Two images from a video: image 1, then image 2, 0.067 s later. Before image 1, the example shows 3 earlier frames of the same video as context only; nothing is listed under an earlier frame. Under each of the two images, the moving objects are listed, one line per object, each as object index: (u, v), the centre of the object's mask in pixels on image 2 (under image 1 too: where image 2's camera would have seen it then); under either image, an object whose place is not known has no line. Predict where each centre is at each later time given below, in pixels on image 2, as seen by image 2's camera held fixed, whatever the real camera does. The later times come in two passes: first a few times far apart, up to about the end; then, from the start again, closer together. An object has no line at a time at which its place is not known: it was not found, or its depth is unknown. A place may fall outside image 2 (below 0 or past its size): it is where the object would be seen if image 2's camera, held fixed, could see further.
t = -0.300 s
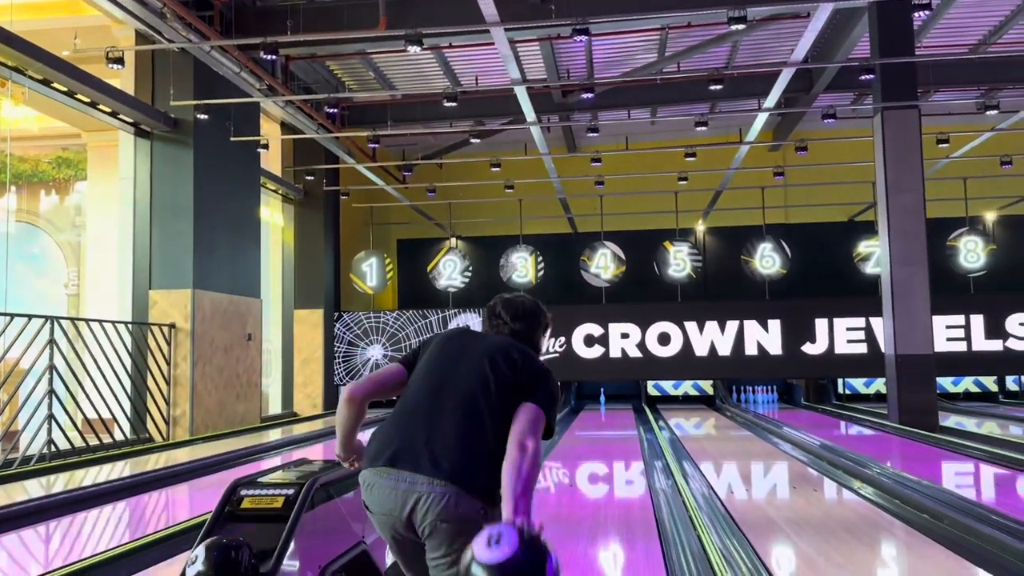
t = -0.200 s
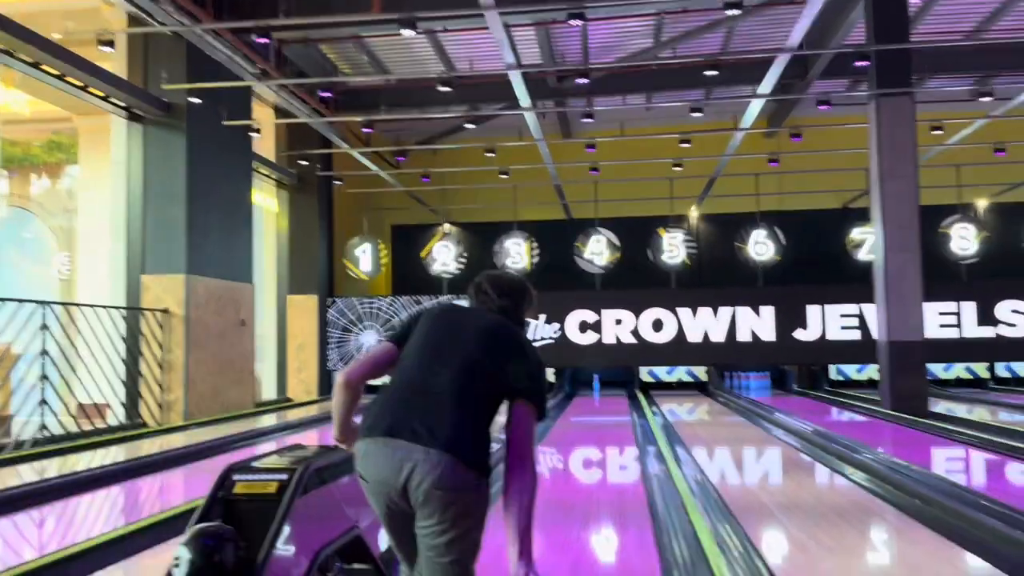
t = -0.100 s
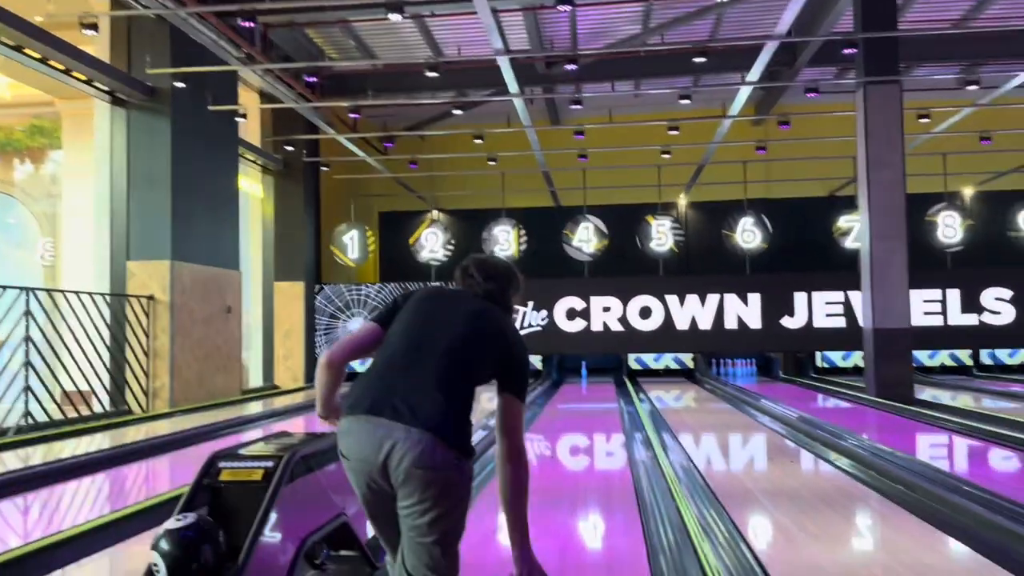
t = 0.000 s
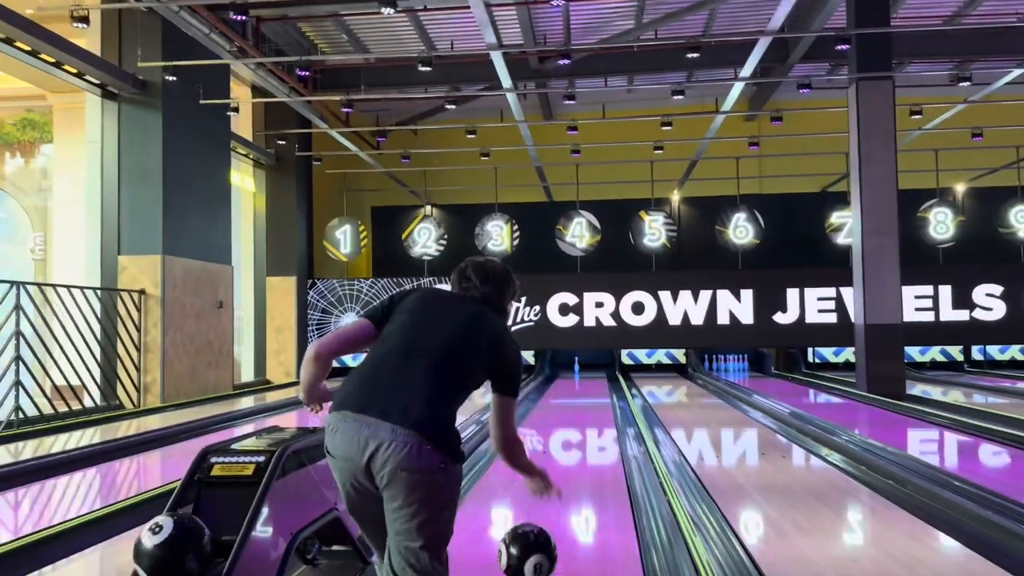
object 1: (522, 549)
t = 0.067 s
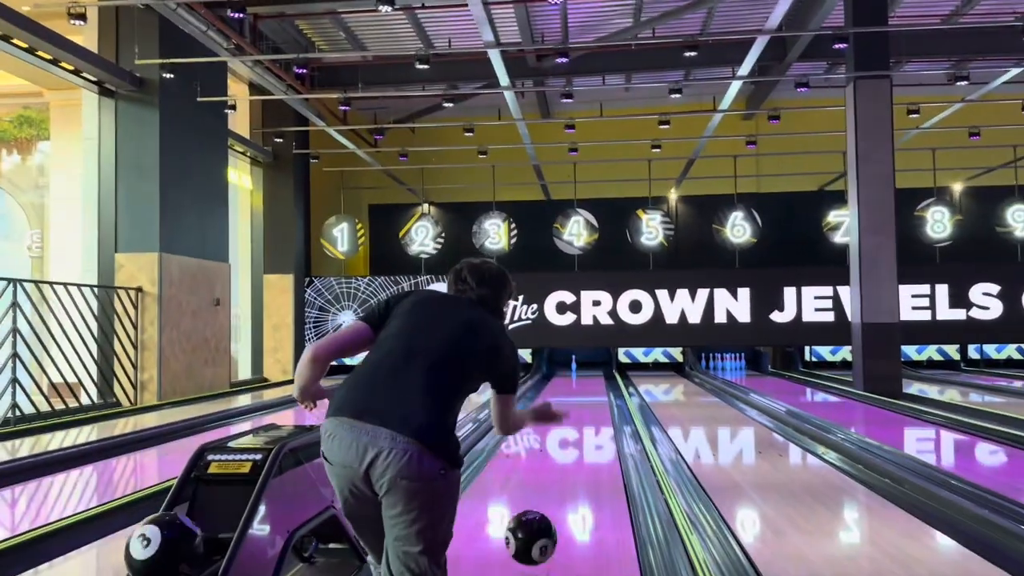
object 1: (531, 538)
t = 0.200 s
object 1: (541, 528)
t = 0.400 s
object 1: (550, 487)
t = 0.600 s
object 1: (555, 460)
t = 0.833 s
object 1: (560, 439)
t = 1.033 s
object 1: (562, 425)
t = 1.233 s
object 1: (563, 415)
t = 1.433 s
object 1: (565, 407)
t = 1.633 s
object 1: (565, 400)
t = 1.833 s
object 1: (564, 394)
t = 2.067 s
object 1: (564, 389)
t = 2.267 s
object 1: (564, 385)
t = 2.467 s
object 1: (563, 383)
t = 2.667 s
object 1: (563, 380)
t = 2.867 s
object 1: (561, 377)
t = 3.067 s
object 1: (561, 375)
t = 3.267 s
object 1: (560, 372)
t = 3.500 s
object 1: (560, 370)
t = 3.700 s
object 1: (560, 368)
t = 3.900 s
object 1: (561, 366)
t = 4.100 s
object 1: (562, 365)
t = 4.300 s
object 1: (562, 364)
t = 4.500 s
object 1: (563, 368)
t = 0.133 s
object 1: (537, 537)
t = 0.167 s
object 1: (539, 540)
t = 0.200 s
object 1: (541, 528)
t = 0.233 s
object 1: (543, 518)
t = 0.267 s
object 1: (544, 512)
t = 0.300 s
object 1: (546, 507)
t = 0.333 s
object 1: (547, 500)
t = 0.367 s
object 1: (548, 494)
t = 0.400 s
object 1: (550, 487)
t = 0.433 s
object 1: (558, 485)
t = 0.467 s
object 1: (553, 477)
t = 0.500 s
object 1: (553, 472)
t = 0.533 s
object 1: (554, 468)
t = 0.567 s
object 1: (555, 464)
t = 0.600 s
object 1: (555, 460)
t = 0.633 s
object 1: (556, 456)
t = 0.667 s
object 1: (557, 453)
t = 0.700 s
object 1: (557, 450)
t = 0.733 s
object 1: (558, 447)
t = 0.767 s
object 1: (558, 444)
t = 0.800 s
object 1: (559, 441)
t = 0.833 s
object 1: (560, 439)
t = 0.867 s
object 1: (560, 435)
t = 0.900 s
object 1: (560, 433)
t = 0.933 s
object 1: (560, 431)
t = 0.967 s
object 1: (561, 429)
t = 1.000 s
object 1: (561, 427)
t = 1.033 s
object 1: (562, 425)
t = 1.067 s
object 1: (562, 423)
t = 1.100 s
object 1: (562, 421)
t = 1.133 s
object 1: (562, 419)
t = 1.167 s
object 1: (563, 417)
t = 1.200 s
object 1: (563, 416)
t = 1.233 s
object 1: (563, 415)
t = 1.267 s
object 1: (563, 413)
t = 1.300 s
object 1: (563, 411)
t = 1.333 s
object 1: (564, 411)
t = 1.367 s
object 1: (564, 409)
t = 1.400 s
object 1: (564, 407)
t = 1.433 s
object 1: (565, 407)
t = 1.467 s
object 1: (564, 405)
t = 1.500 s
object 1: (565, 404)
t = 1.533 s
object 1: (564, 403)
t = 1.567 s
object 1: (564, 402)
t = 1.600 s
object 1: (564, 401)
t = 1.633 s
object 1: (565, 400)
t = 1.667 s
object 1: (565, 399)
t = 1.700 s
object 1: (566, 398)
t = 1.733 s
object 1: (565, 397)
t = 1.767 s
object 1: (565, 396)
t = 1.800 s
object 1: (564, 395)
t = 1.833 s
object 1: (564, 394)
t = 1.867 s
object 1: (564, 394)
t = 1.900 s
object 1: (565, 393)
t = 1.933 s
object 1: (564, 392)
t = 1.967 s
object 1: (564, 391)
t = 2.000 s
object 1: (564, 391)
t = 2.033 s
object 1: (564, 390)
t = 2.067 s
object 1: (564, 389)
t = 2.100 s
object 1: (564, 389)
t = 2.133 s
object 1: (564, 388)
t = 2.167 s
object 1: (564, 387)
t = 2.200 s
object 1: (564, 387)
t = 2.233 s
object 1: (563, 386)
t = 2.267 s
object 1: (564, 385)
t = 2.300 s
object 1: (564, 385)
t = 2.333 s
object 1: (564, 385)
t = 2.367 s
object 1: (563, 384)
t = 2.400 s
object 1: (563, 384)
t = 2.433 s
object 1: (563, 383)
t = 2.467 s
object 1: (563, 383)
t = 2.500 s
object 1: (563, 382)
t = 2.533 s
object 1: (564, 381)
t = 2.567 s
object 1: (563, 381)
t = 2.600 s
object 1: (563, 381)
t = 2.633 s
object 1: (562, 380)
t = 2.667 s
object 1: (563, 380)
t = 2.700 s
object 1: (563, 378)
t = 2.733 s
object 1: (563, 379)
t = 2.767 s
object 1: (562, 378)
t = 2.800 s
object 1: (561, 377)
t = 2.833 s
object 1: (561, 377)
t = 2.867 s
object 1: (561, 377)
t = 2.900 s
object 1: (561, 377)
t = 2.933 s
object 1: (561, 376)
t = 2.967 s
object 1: (560, 375)
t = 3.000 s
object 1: (561, 375)
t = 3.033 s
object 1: (561, 375)
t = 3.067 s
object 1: (561, 375)
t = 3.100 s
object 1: (561, 374)
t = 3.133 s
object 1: (561, 373)
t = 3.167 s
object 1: (561, 374)
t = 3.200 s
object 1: (561, 373)
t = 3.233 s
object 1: (561, 373)
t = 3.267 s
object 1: (560, 372)
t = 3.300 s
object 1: (561, 372)
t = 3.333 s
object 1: (560, 371)
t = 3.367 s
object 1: (560, 371)
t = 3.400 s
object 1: (560, 371)
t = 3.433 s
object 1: (560, 371)
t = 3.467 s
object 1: (560, 370)
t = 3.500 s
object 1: (560, 370)
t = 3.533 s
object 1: (560, 369)
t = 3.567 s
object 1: (559, 370)
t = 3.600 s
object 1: (560, 369)
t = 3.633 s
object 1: (560, 369)
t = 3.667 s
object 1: (560, 369)
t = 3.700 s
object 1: (560, 368)
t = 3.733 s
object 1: (561, 368)
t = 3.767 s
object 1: (560, 369)
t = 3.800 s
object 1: (561, 367)
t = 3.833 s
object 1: (560, 367)
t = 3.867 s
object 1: (560, 367)
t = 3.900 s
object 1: (561, 366)
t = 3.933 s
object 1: (561, 366)
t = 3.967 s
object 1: (561, 366)
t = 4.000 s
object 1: (560, 367)
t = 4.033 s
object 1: (561, 367)
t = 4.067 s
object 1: (560, 366)
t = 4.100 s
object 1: (562, 365)
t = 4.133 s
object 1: (563, 366)
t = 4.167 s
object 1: (562, 365)
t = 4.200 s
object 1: (561, 365)
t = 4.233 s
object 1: (561, 365)
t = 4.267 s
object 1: (562, 364)
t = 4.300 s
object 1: (562, 364)
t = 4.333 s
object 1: (561, 365)
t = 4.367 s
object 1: (561, 365)
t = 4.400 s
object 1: (561, 367)
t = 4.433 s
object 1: (561, 367)
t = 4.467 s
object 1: (563, 366)
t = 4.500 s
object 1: (563, 368)
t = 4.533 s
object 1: (562, 366)
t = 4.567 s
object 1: (561, 367)
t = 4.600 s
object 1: (561, 367)
